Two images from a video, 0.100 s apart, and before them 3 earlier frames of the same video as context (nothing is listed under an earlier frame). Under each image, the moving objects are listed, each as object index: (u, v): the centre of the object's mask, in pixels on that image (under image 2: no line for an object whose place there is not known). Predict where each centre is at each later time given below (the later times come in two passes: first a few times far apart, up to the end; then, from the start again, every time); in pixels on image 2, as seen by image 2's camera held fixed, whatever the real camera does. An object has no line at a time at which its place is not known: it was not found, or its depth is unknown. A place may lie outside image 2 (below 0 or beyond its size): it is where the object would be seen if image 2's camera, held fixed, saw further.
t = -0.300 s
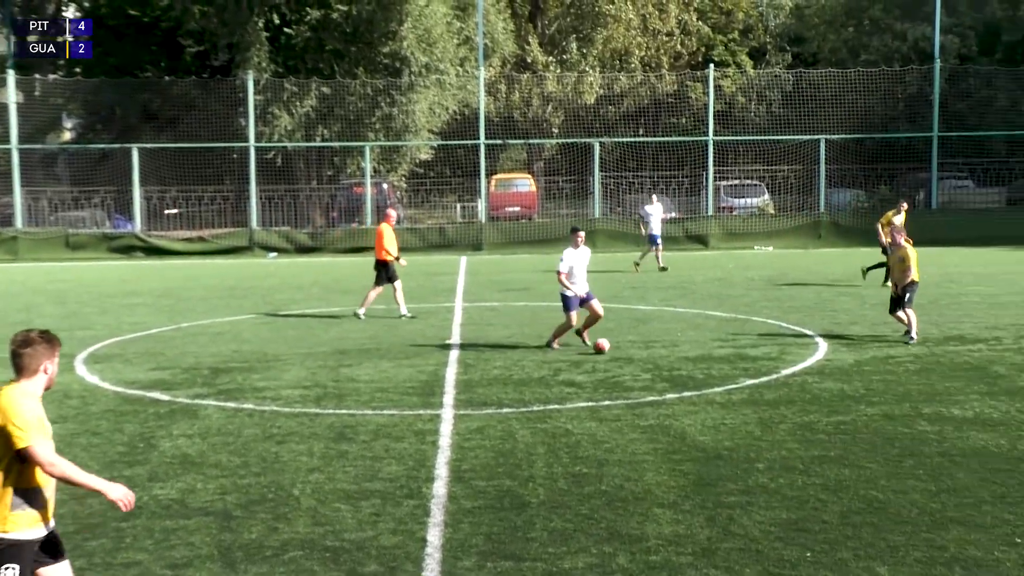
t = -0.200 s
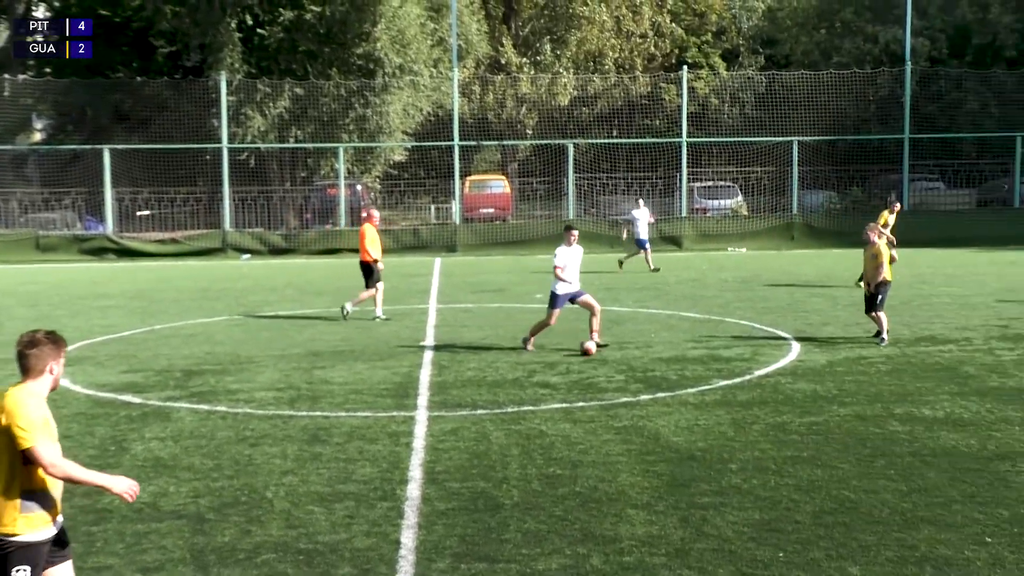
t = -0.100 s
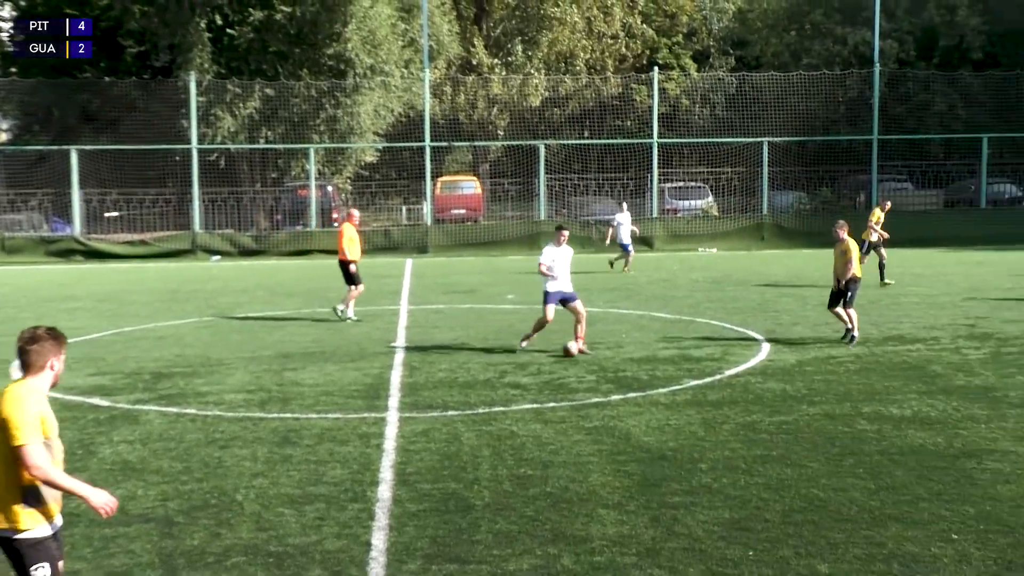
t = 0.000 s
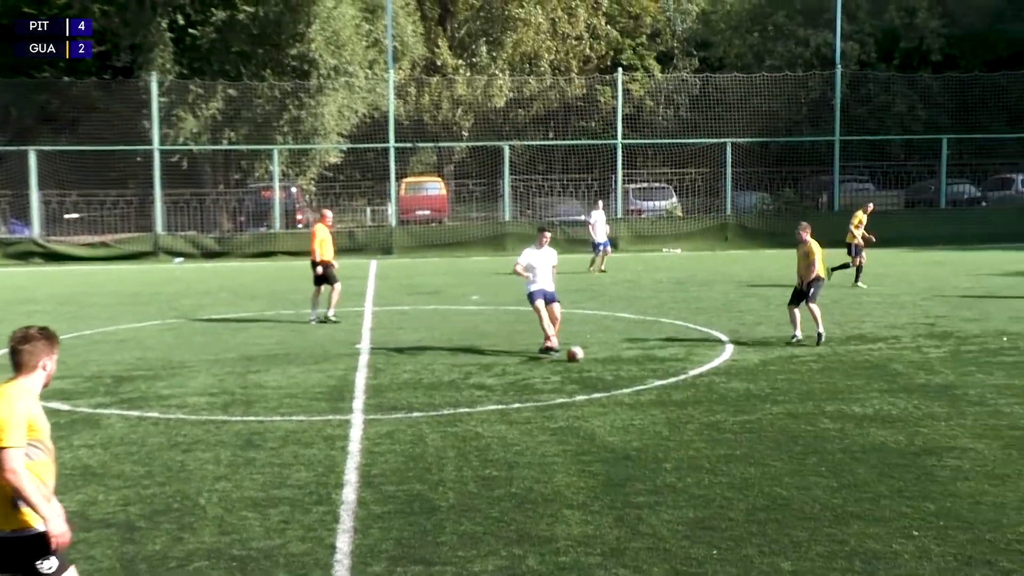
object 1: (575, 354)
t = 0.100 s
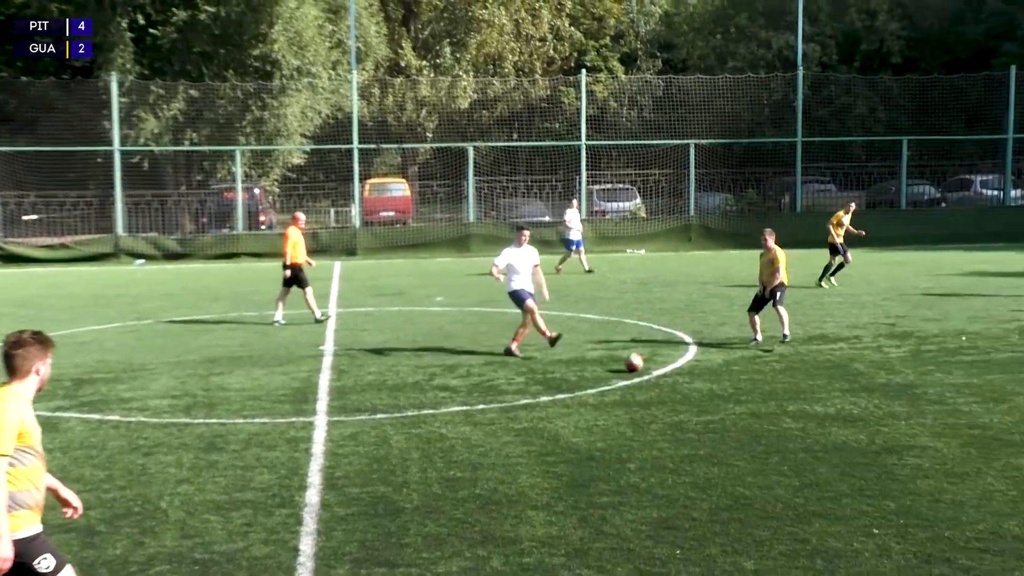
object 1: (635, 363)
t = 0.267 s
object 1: (797, 377)
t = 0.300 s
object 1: (832, 382)
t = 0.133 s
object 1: (667, 367)
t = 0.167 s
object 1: (699, 370)
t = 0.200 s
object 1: (730, 371)
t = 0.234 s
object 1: (763, 373)
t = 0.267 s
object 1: (797, 377)
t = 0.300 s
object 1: (832, 382)
